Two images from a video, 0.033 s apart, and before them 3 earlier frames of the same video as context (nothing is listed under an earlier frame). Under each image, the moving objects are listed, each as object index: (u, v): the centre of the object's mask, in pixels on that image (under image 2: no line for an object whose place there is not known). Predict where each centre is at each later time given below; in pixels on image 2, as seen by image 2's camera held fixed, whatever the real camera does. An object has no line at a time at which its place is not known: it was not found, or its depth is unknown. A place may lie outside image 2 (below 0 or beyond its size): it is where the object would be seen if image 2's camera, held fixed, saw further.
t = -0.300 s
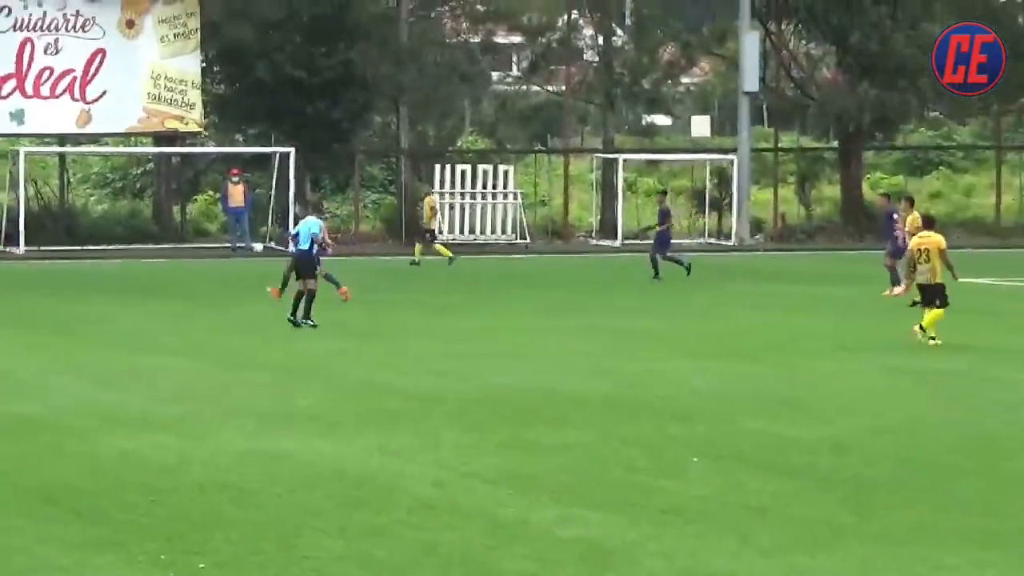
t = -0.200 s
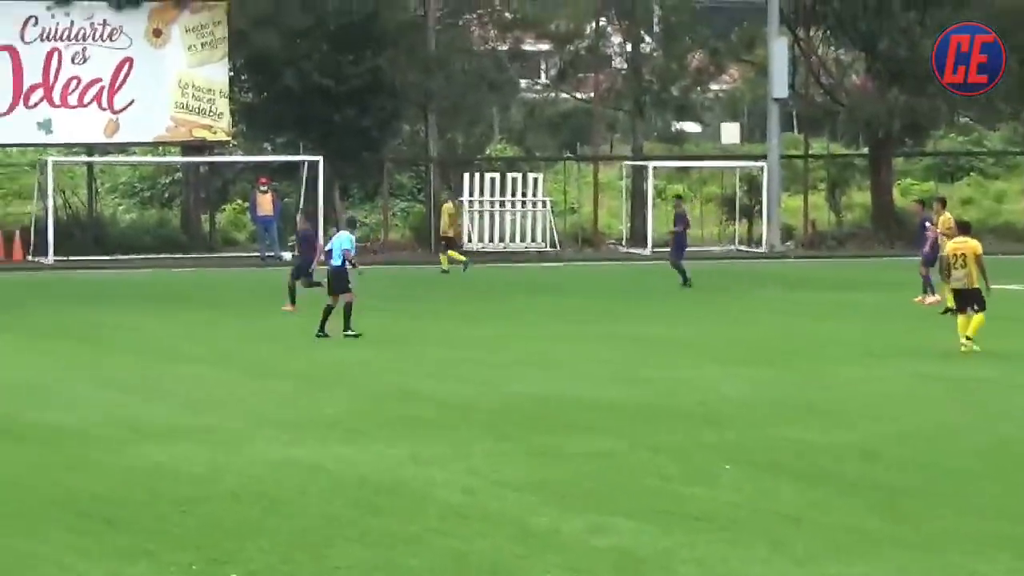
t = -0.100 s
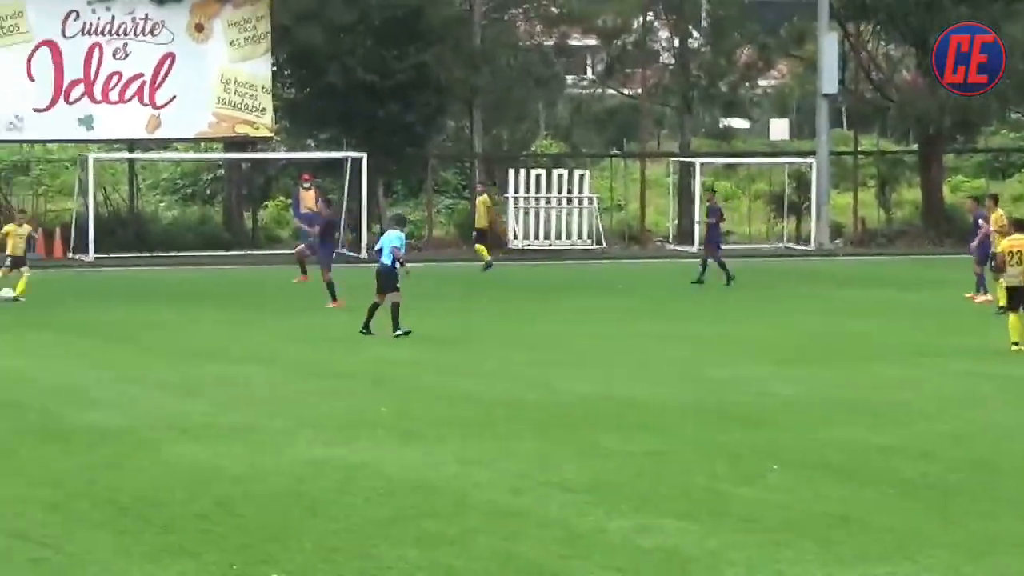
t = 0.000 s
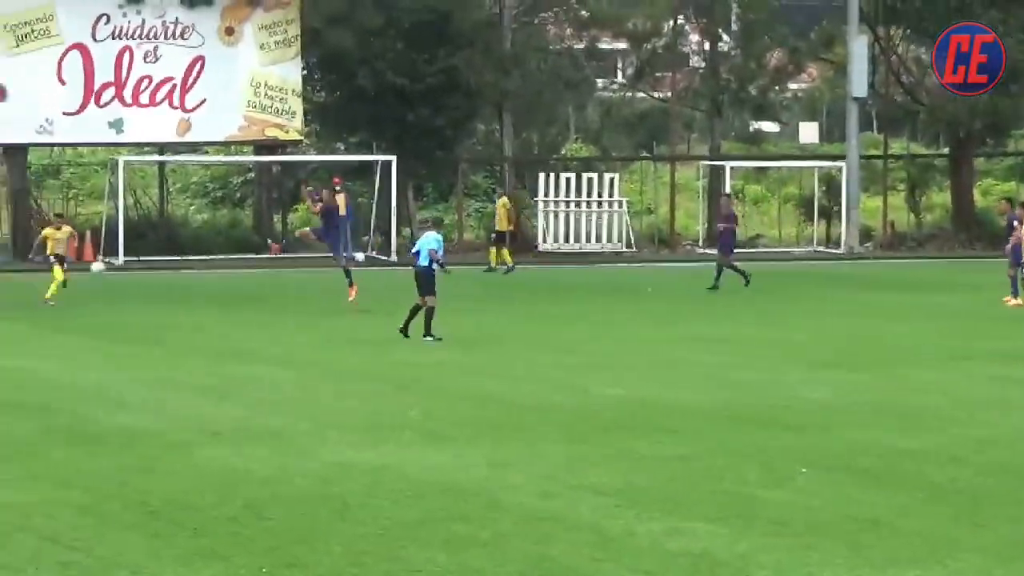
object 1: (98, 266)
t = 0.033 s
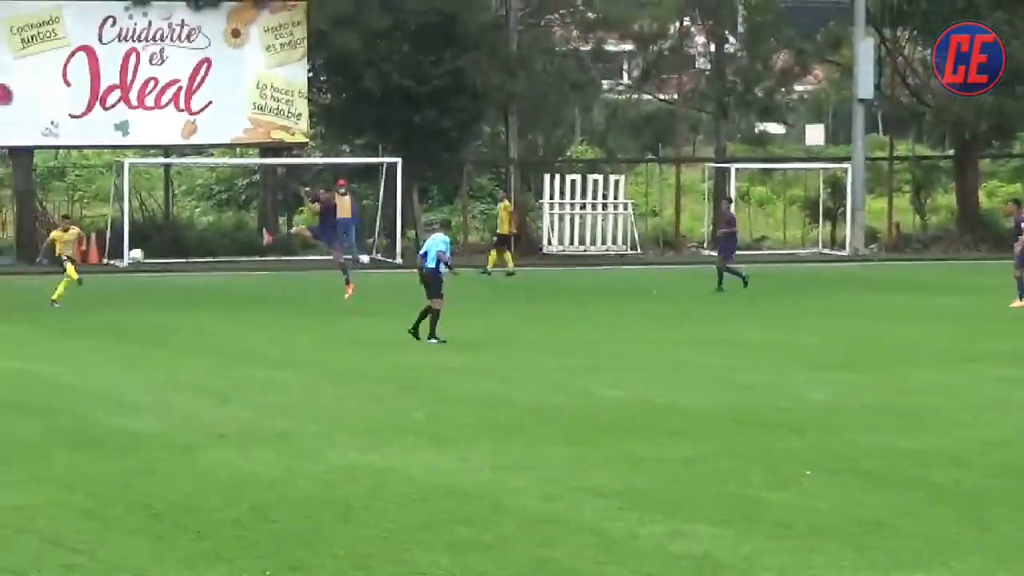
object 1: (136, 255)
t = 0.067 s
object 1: (170, 240)
